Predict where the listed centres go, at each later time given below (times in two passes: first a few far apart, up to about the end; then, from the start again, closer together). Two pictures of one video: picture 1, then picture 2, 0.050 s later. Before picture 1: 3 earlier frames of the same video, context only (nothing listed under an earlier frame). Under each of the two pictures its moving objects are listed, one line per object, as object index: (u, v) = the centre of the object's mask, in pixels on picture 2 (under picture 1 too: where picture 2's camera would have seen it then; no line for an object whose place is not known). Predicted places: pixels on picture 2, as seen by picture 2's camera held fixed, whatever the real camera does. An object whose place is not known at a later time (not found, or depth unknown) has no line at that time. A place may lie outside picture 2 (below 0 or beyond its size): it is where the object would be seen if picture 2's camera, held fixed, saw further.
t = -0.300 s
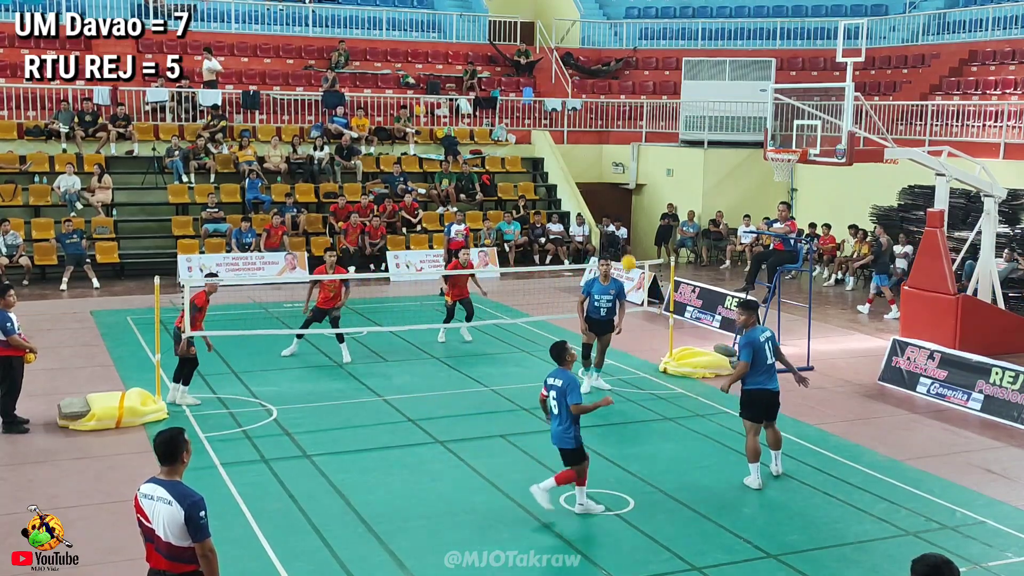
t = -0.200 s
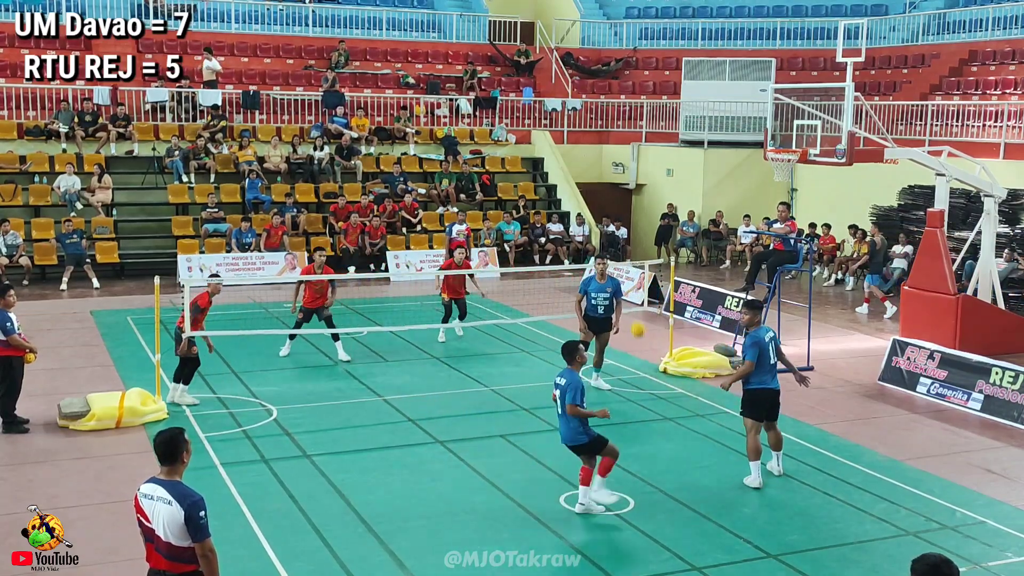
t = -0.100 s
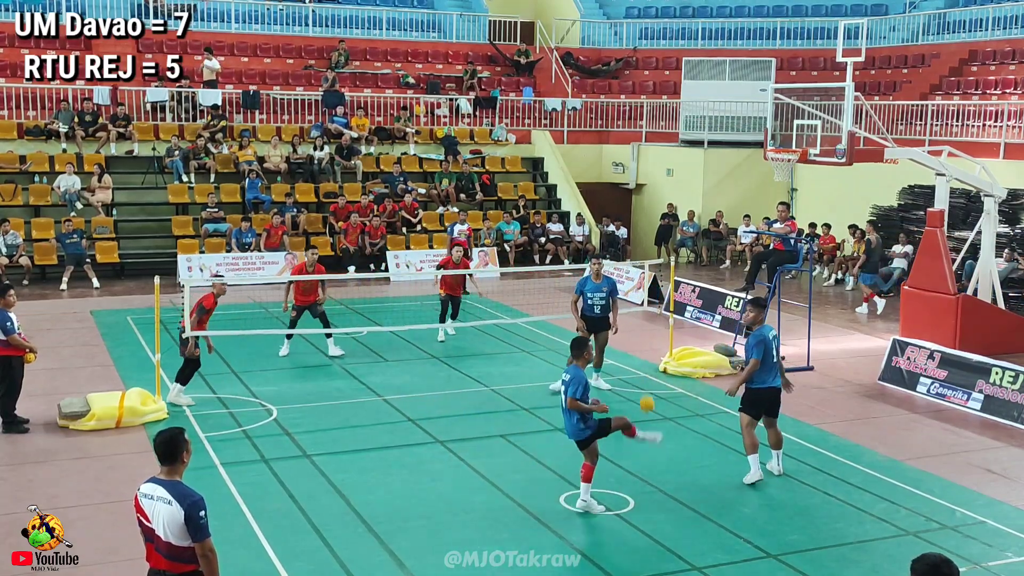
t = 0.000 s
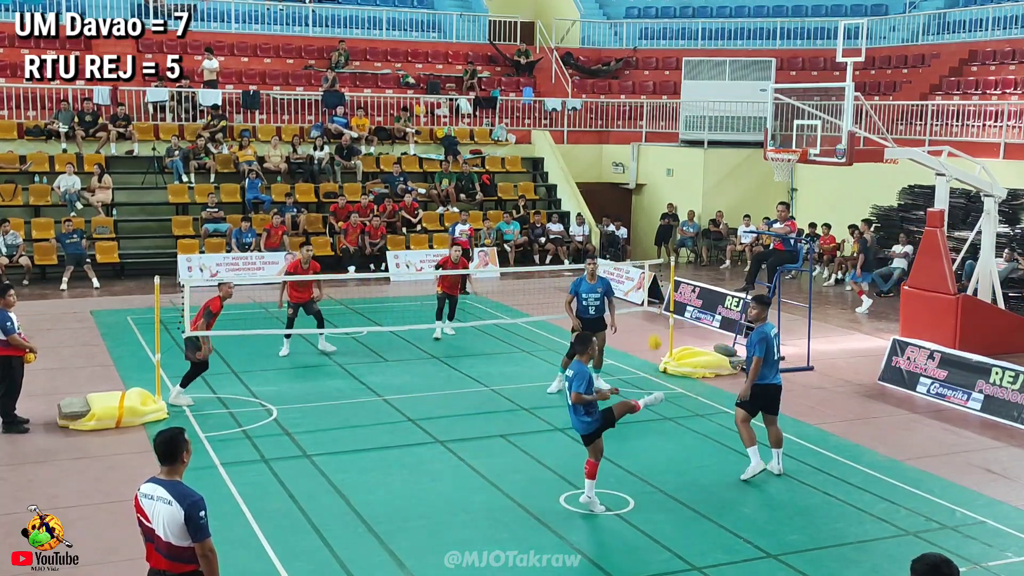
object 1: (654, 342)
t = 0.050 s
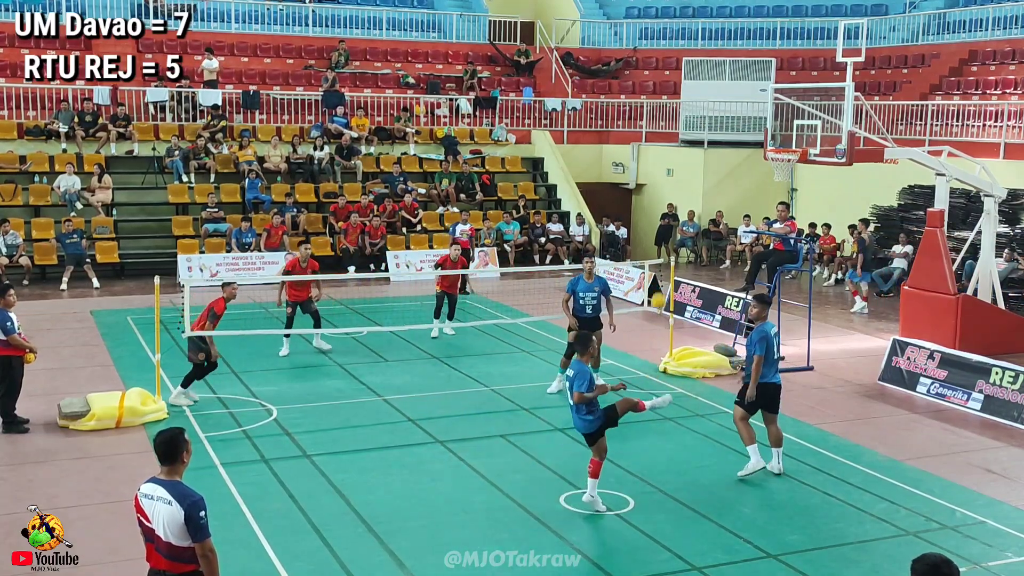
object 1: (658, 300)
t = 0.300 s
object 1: (676, 145)
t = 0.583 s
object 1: (690, 59)
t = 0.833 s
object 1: (699, 56)
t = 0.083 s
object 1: (661, 275)
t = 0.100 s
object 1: (662, 264)
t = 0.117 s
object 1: (663, 251)
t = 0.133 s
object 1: (665, 240)
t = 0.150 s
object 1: (666, 230)
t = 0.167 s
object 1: (667, 219)
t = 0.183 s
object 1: (669, 209)
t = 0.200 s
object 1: (669, 199)
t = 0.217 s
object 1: (671, 190)
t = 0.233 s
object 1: (671, 179)
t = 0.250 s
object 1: (672, 171)
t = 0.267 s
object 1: (673, 162)
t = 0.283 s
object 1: (674, 154)
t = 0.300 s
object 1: (676, 145)
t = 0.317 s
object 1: (676, 138)
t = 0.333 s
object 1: (677, 131)
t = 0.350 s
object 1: (679, 124)
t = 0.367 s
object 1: (679, 117)
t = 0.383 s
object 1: (680, 111)
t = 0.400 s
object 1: (681, 105)
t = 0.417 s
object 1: (682, 99)
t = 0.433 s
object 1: (683, 93)
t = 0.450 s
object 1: (684, 89)
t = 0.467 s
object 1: (685, 84)
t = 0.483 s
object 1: (685, 80)
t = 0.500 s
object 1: (687, 75)
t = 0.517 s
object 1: (687, 72)
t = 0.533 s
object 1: (688, 68)
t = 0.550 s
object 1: (689, 66)
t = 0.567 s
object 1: (689, 62)
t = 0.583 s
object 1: (690, 59)
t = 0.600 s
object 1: (691, 57)
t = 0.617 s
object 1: (692, 55)
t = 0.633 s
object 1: (692, 54)
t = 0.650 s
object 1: (693, 53)
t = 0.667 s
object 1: (694, 51)
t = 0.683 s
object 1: (694, 51)
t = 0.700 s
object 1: (695, 50)
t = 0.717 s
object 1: (695, 50)
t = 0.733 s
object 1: (696, 50)
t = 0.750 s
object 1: (696, 50)
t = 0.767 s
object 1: (697, 51)
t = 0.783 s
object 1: (698, 52)
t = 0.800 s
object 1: (698, 53)
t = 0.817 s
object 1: (699, 54)
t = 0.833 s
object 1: (699, 56)
